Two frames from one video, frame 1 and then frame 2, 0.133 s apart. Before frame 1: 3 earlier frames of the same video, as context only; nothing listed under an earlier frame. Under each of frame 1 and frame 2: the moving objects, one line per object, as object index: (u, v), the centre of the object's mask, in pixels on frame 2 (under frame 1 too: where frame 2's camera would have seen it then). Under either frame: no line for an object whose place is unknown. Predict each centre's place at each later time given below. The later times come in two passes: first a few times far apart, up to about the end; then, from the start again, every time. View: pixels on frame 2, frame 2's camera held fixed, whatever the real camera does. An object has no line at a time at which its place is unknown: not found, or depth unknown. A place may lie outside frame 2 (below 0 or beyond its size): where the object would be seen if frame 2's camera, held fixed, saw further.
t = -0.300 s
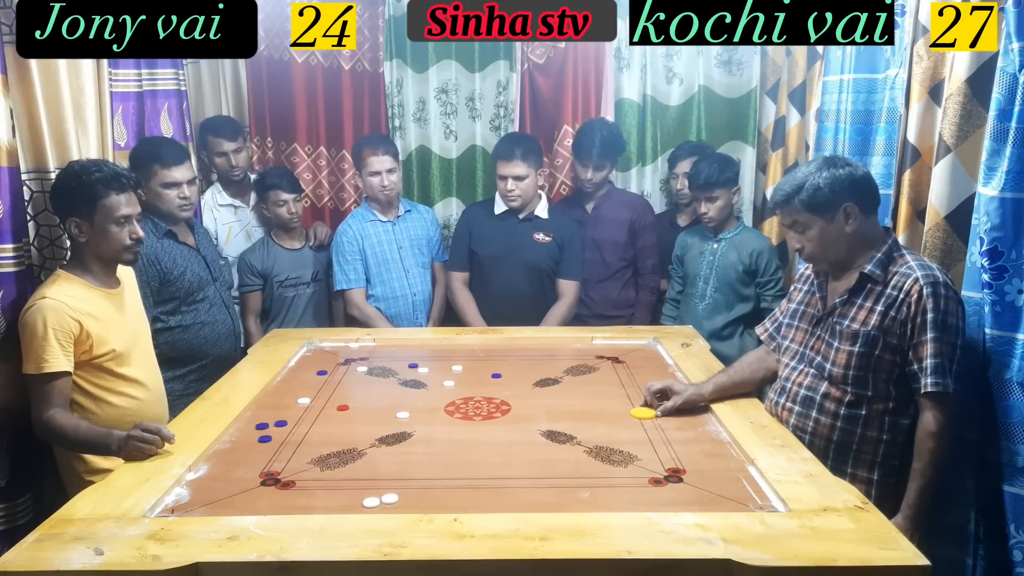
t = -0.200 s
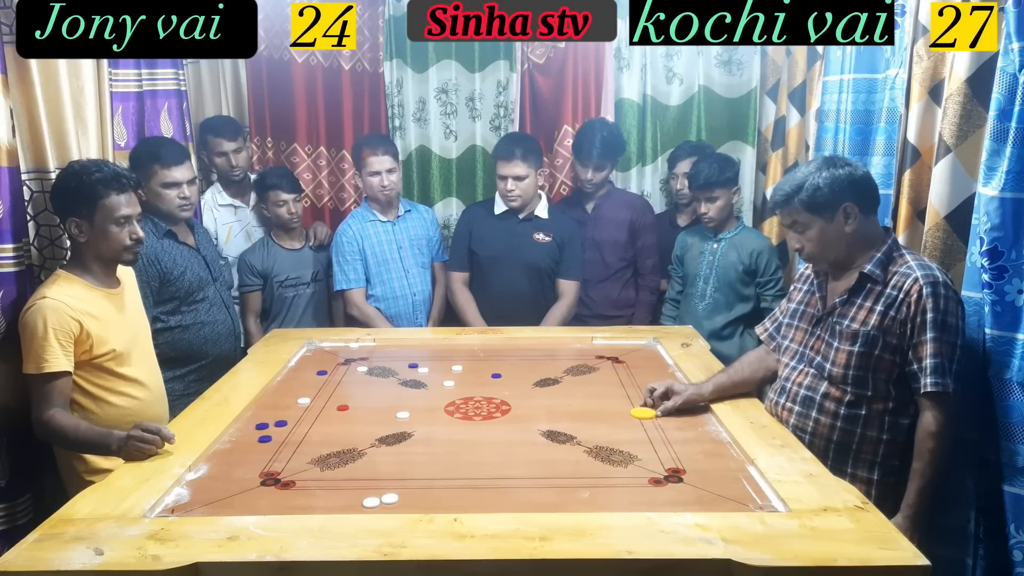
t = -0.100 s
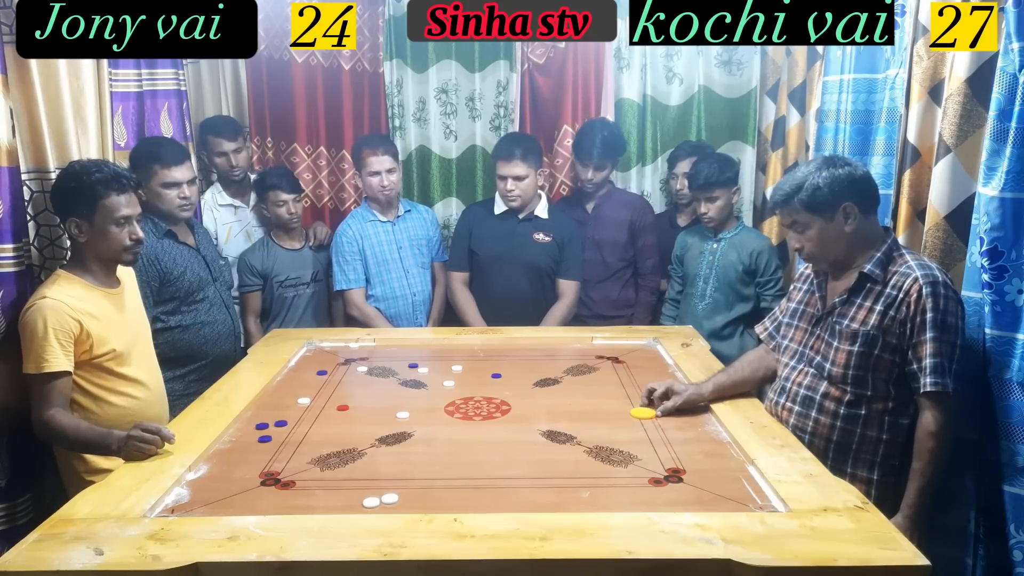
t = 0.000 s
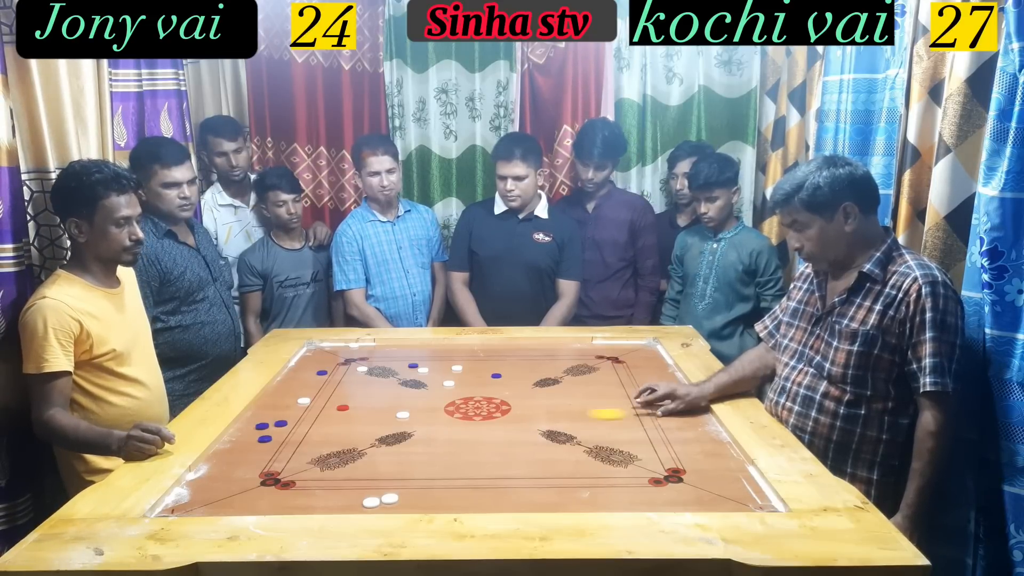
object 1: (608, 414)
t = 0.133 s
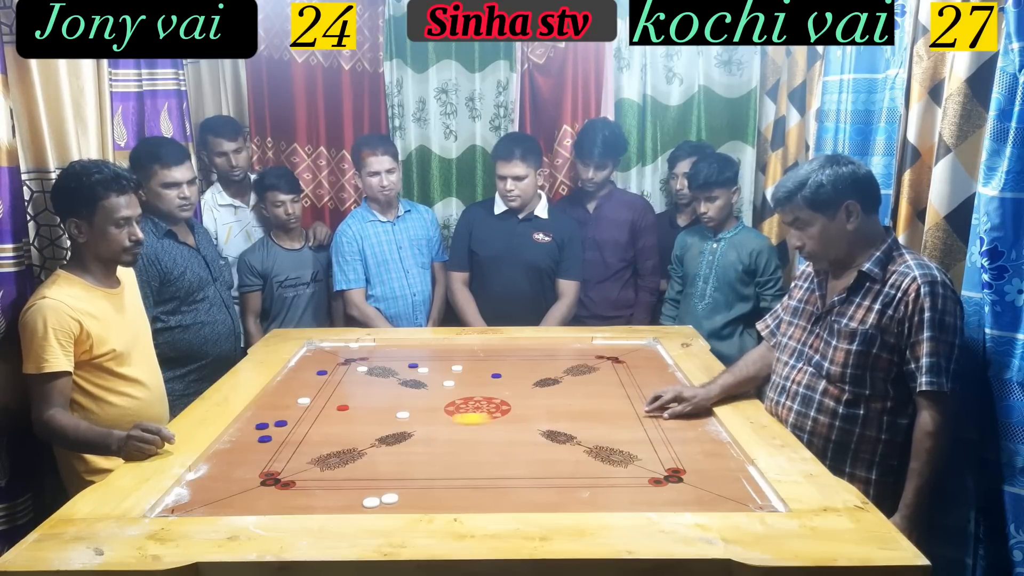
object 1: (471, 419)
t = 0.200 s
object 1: (405, 421)
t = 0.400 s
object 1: (245, 436)
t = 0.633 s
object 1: (338, 447)
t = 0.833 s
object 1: (406, 454)
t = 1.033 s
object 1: (462, 459)
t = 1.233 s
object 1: (504, 462)
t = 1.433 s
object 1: (532, 463)
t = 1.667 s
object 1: (542, 463)
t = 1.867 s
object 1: (542, 463)
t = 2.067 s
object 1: (542, 463)
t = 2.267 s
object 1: (542, 463)
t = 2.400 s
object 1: (542, 463)
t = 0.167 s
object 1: (437, 420)
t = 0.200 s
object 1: (405, 421)
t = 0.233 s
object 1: (373, 424)
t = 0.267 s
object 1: (342, 426)
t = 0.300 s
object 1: (309, 428)
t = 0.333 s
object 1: (278, 430)
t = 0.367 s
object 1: (253, 433)
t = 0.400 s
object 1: (245, 436)
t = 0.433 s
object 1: (258, 438)
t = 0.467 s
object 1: (272, 439)
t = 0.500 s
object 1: (286, 441)
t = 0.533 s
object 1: (299, 443)
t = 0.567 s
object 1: (312, 444)
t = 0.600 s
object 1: (325, 446)
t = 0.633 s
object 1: (338, 447)
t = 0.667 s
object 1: (350, 449)
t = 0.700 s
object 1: (361, 450)
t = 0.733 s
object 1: (373, 451)
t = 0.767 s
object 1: (385, 452)
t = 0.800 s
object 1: (395, 453)
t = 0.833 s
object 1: (406, 454)
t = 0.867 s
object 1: (416, 455)
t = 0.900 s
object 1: (426, 456)
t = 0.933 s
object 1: (436, 457)
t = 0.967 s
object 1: (445, 458)
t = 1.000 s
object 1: (453, 458)
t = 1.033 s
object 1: (462, 459)
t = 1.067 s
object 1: (470, 459)
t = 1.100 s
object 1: (477, 460)
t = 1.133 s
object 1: (485, 461)
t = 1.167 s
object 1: (492, 461)
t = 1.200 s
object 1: (498, 461)
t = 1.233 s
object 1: (504, 462)
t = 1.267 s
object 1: (510, 462)
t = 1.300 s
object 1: (515, 462)
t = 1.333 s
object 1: (520, 462)
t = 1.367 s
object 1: (524, 463)
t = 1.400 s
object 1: (528, 463)
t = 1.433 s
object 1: (532, 463)
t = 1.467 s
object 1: (535, 463)
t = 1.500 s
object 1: (537, 463)
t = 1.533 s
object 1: (539, 463)
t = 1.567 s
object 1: (541, 463)
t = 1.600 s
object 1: (541, 463)
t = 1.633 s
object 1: (542, 463)
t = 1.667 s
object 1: (542, 463)
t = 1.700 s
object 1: (542, 463)
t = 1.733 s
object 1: (542, 463)
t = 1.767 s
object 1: (542, 463)
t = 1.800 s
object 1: (542, 463)
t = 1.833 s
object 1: (542, 463)
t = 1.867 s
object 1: (542, 463)
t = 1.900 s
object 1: (542, 463)
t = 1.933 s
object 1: (542, 463)
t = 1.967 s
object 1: (542, 463)
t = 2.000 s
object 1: (542, 463)
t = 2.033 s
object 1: (542, 463)
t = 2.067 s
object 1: (542, 463)
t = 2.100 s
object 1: (542, 463)
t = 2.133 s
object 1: (542, 463)
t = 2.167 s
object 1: (542, 463)
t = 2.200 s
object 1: (542, 463)
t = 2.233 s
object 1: (542, 463)
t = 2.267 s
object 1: (542, 463)
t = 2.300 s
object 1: (542, 463)
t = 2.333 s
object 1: (542, 463)
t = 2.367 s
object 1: (542, 463)
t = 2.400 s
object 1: (542, 463)
